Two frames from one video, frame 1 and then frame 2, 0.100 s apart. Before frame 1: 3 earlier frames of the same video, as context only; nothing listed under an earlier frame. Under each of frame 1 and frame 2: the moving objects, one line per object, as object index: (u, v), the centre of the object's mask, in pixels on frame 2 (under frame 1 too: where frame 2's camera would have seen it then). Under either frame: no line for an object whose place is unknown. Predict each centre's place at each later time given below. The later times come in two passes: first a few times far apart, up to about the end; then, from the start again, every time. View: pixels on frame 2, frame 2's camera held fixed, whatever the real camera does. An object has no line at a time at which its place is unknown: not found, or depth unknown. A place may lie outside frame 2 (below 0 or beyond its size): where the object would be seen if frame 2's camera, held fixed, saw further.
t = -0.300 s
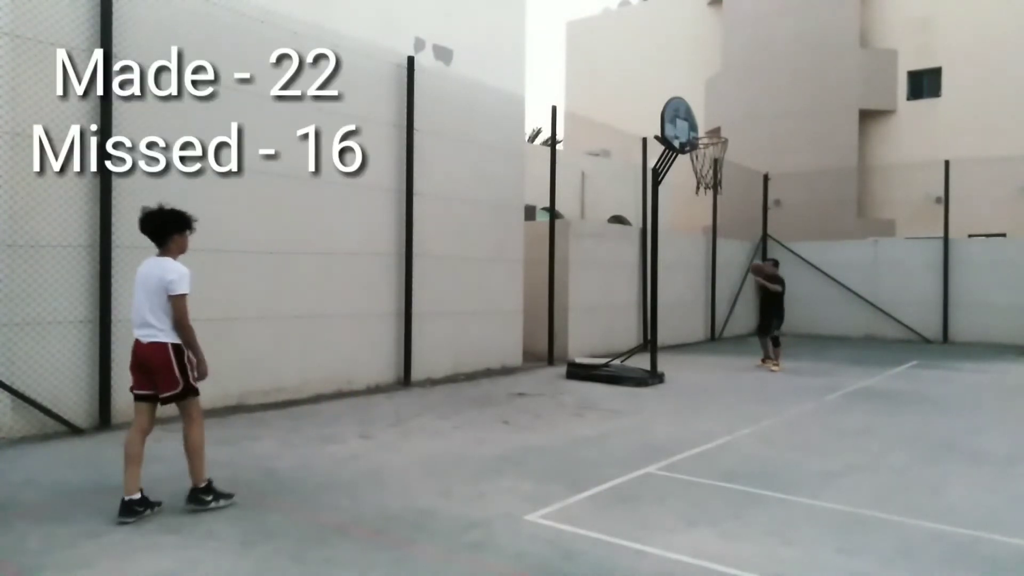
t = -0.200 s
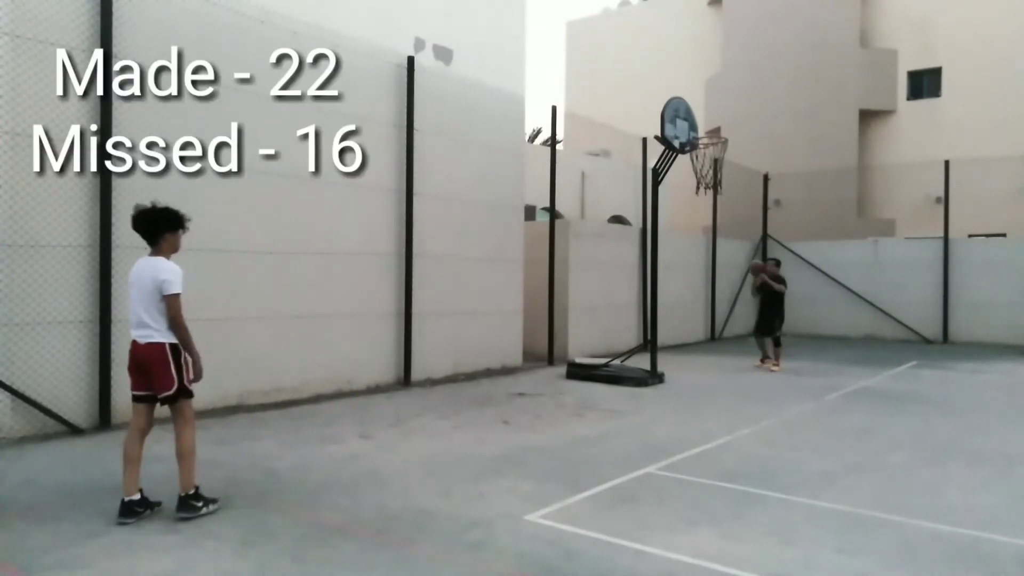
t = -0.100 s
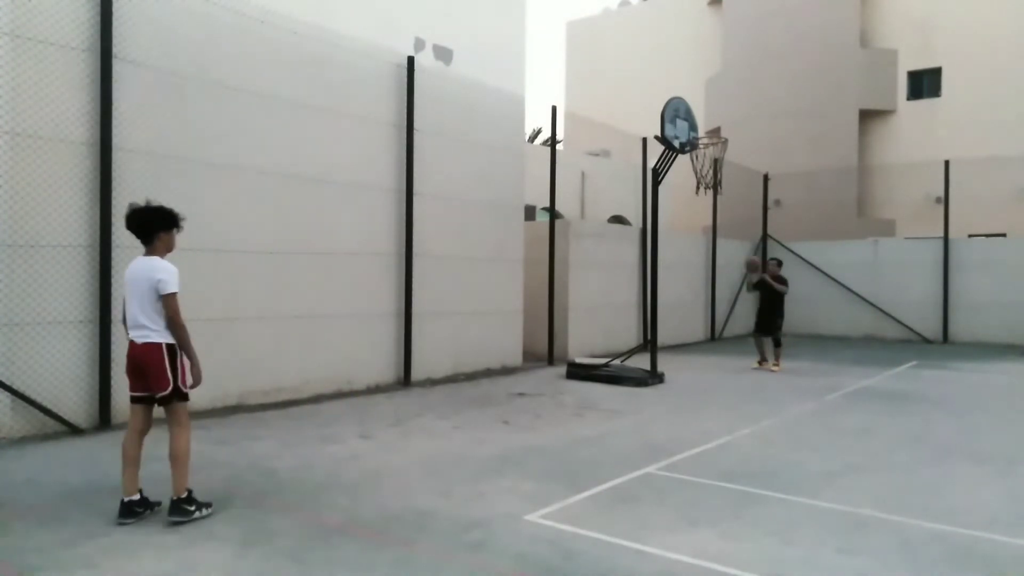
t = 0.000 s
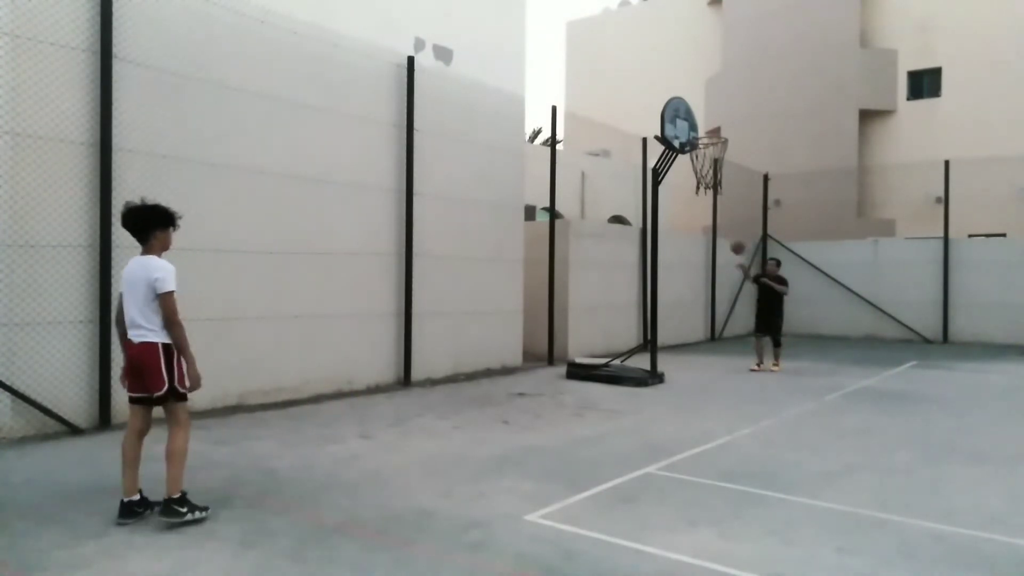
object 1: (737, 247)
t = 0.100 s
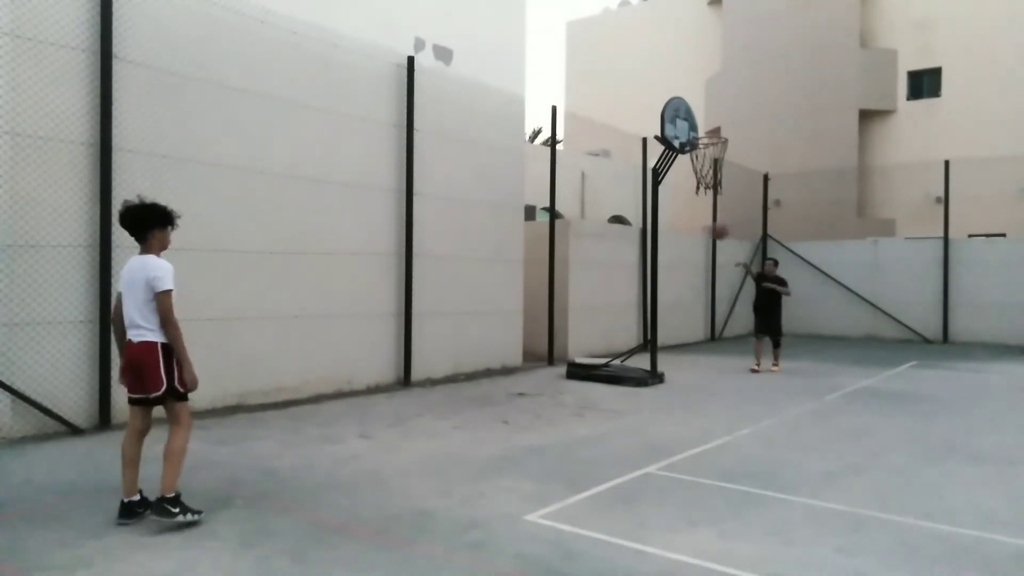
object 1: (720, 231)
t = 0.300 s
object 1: (673, 220)
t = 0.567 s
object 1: (591, 262)
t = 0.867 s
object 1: (455, 426)
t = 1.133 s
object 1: (381, 294)
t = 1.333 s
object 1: (311, 242)
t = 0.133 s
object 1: (712, 228)
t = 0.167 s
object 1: (706, 225)
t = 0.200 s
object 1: (697, 222)
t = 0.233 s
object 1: (690, 220)
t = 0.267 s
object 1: (681, 220)
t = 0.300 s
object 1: (673, 220)
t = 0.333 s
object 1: (665, 221)
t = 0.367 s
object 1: (655, 223)
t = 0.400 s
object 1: (647, 226)
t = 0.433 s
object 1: (636, 231)
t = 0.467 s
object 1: (626, 236)
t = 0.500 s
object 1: (615, 243)
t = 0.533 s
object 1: (603, 252)
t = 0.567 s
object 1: (591, 262)
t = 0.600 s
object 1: (579, 272)
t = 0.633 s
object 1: (567, 285)
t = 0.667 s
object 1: (552, 301)
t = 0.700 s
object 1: (536, 320)
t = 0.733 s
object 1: (522, 337)
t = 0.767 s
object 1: (507, 356)
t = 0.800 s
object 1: (489, 383)
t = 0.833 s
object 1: (470, 410)
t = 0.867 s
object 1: (455, 426)
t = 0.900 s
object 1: (446, 407)
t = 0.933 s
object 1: (439, 388)
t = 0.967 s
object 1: (429, 369)
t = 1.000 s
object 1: (422, 353)
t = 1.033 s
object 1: (412, 336)
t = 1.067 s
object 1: (402, 322)
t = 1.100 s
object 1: (392, 308)
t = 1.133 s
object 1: (381, 294)
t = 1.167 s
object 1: (371, 283)
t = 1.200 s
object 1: (360, 272)
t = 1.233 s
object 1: (348, 262)
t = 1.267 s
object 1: (336, 254)
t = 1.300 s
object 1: (323, 247)
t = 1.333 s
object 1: (311, 242)
